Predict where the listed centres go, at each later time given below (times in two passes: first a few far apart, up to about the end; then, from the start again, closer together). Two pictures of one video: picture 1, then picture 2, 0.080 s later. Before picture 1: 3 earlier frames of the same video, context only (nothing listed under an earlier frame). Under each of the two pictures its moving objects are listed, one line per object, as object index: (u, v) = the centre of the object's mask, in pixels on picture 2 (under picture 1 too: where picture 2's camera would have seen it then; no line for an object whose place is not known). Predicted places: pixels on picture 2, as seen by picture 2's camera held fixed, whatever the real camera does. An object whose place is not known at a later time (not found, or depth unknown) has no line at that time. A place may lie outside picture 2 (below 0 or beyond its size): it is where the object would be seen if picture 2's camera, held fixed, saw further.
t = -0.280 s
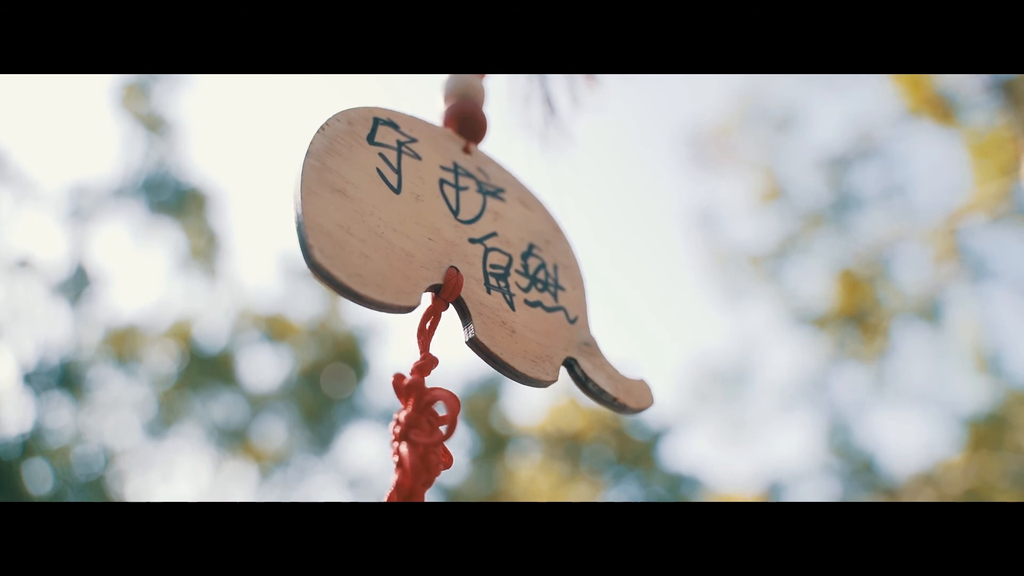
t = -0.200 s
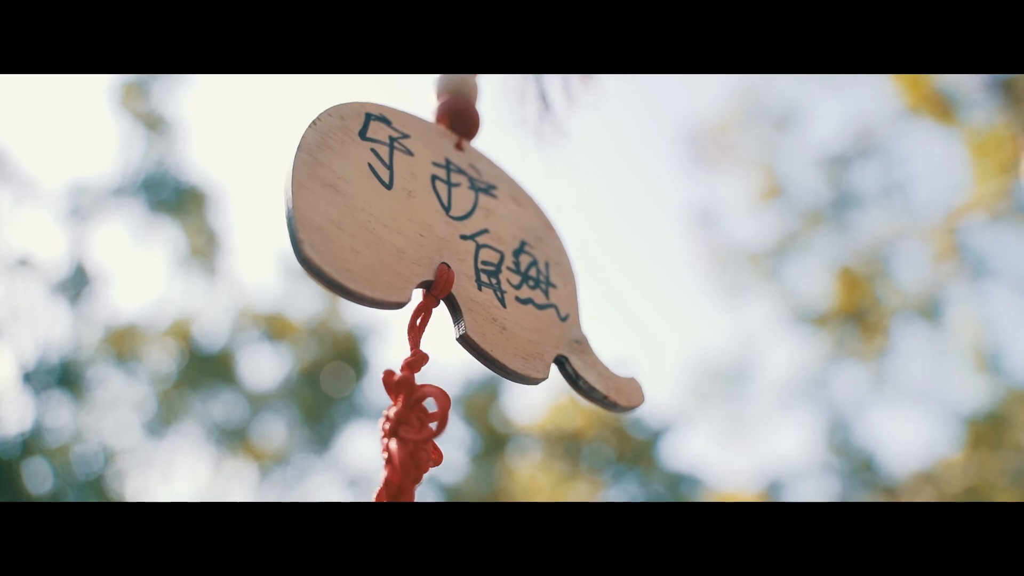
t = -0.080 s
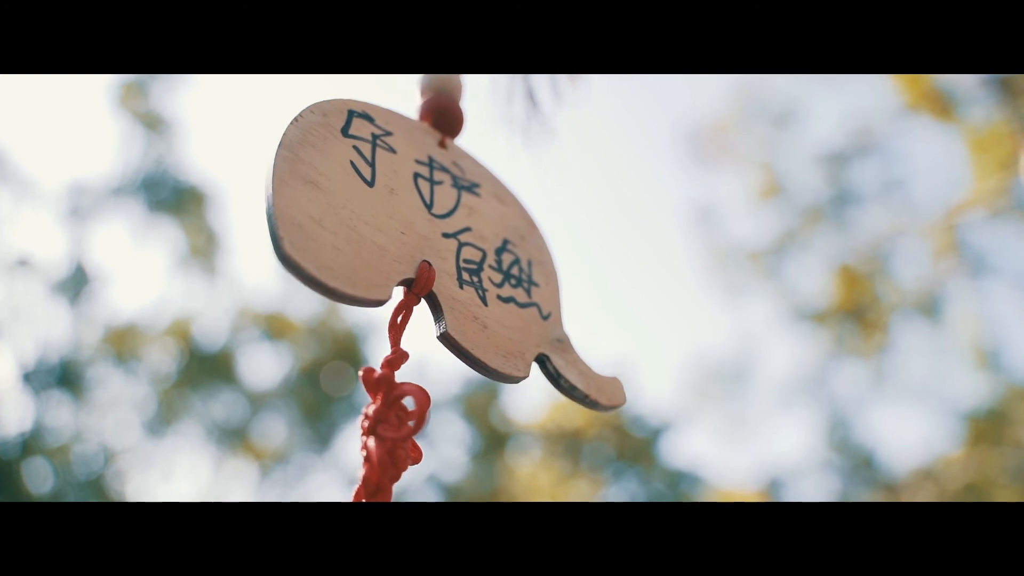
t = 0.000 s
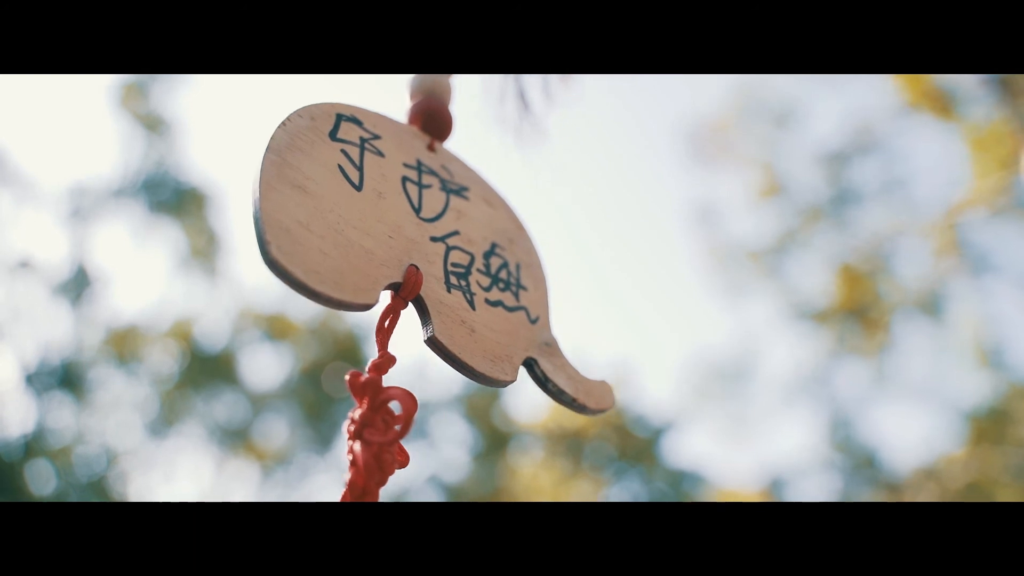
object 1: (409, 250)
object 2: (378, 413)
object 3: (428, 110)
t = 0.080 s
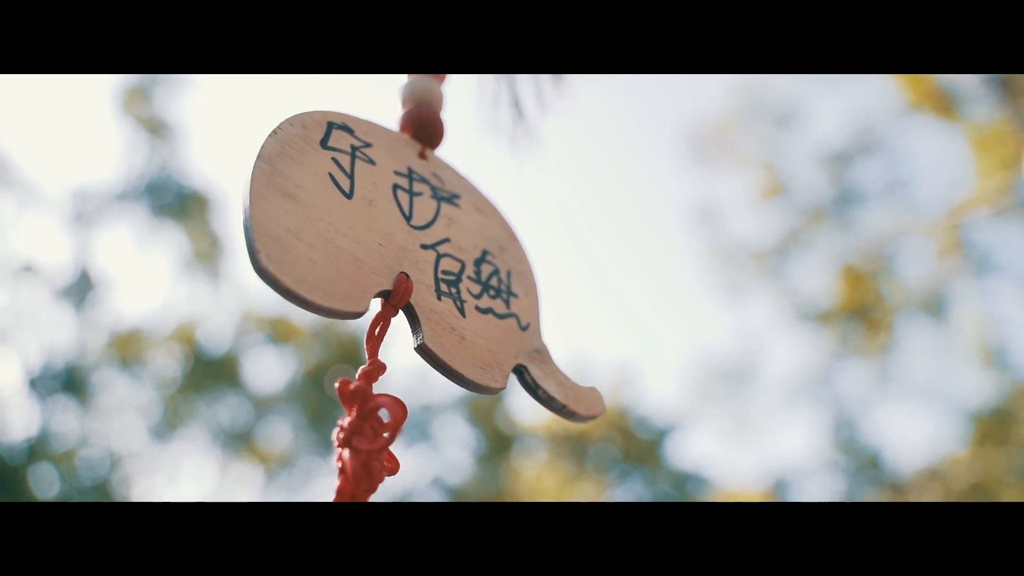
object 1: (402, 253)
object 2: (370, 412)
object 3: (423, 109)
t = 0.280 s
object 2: (354, 416)
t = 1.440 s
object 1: (397, 257)
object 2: (361, 415)
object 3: (416, 110)
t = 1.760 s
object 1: (410, 263)
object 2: (377, 417)
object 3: (426, 108)
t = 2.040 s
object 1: (418, 261)
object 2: (387, 417)
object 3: (432, 109)
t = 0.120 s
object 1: (399, 254)
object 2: (366, 413)
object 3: (420, 109)
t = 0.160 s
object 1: (396, 255)
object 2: (363, 413)
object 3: (418, 109)
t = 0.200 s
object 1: (393, 256)
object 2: (360, 413)
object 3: (416, 109)
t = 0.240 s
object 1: (391, 258)
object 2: (356, 415)
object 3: (413, 109)
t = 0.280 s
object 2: (354, 416)
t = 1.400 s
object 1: (394, 256)
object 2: (359, 413)
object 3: (414, 110)
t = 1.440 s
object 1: (397, 257)
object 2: (361, 415)
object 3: (416, 110)
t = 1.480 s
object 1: (399, 259)
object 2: (364, 416)
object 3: (417, 110)
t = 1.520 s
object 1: (401, 260)
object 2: (366, 417)
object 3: (419, 110)
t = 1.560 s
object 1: (404, 261)
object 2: (369, 417)
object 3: (421, 110)
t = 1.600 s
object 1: (406, 262)
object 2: (372, 417)
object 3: (423, 109)
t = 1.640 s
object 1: (407, 263)
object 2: (374, 417)
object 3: (424, 109)
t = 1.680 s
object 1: (408, 264)
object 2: (375, 417)
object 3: (425, 109)
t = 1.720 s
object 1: (409, 264)
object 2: (376, 417)
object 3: (425, 108)
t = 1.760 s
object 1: (410, 263)
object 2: (377, 417)
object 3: (426, 108)
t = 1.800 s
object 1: (411, 263)
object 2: (378, 417)
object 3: (427, 109)
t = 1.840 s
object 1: (412, 262)
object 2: (379, 417)
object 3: (427, 109)
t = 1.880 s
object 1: (413, 262)
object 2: (381, 417)
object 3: (428, 109)
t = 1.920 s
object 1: (414, 261)
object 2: (382, 417)
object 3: (429, 109)
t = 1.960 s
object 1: (415, 261)
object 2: (384, 417)
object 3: (430, 109)
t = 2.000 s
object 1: (416, 261)
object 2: (385, 417)
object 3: (431, 109)
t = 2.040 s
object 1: (418, 261)
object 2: (387, 417)
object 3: (432, 109)
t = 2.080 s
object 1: (419, 261)
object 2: (388, 417)
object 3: (433, 108)
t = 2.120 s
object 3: (434, 108)
